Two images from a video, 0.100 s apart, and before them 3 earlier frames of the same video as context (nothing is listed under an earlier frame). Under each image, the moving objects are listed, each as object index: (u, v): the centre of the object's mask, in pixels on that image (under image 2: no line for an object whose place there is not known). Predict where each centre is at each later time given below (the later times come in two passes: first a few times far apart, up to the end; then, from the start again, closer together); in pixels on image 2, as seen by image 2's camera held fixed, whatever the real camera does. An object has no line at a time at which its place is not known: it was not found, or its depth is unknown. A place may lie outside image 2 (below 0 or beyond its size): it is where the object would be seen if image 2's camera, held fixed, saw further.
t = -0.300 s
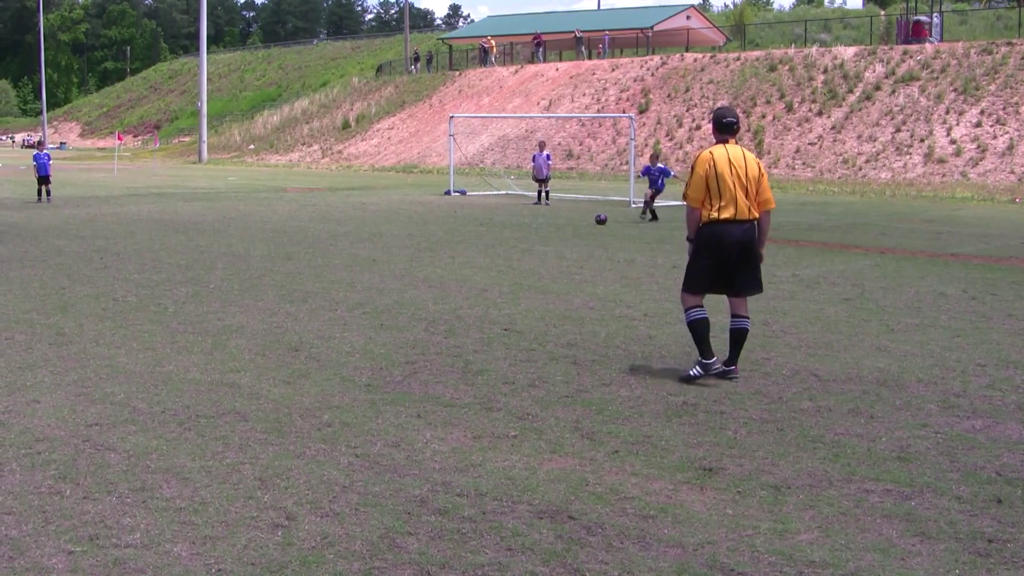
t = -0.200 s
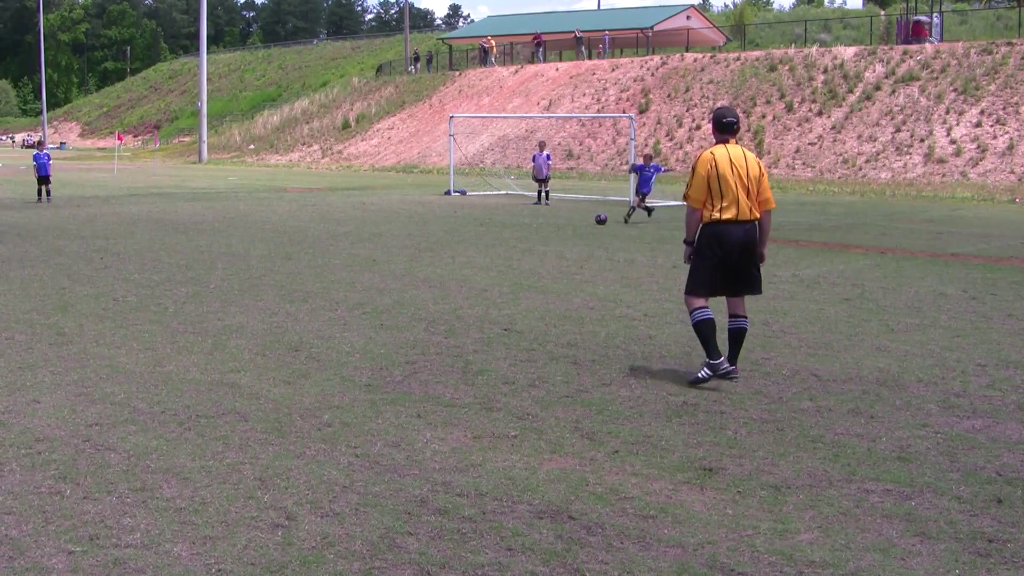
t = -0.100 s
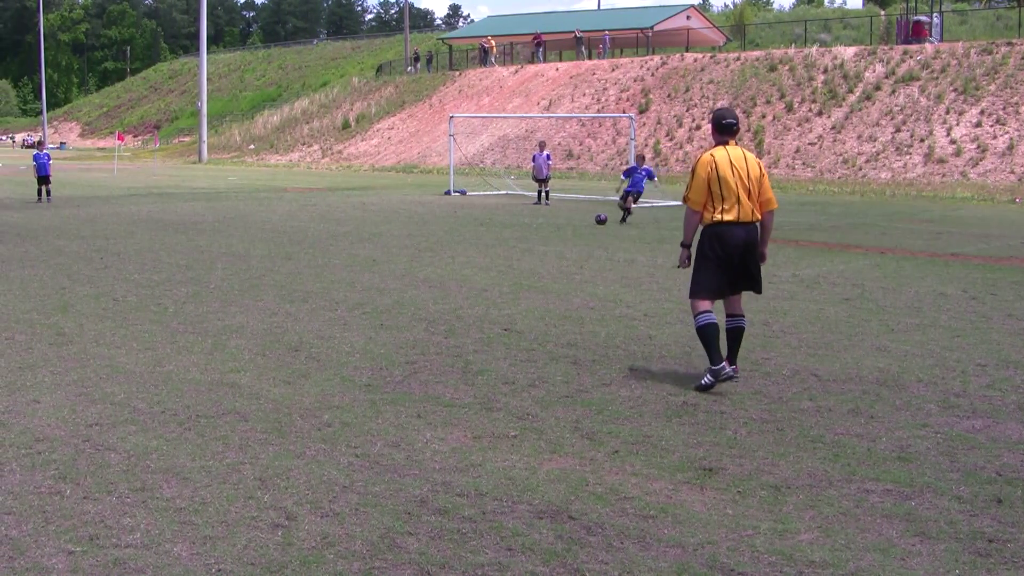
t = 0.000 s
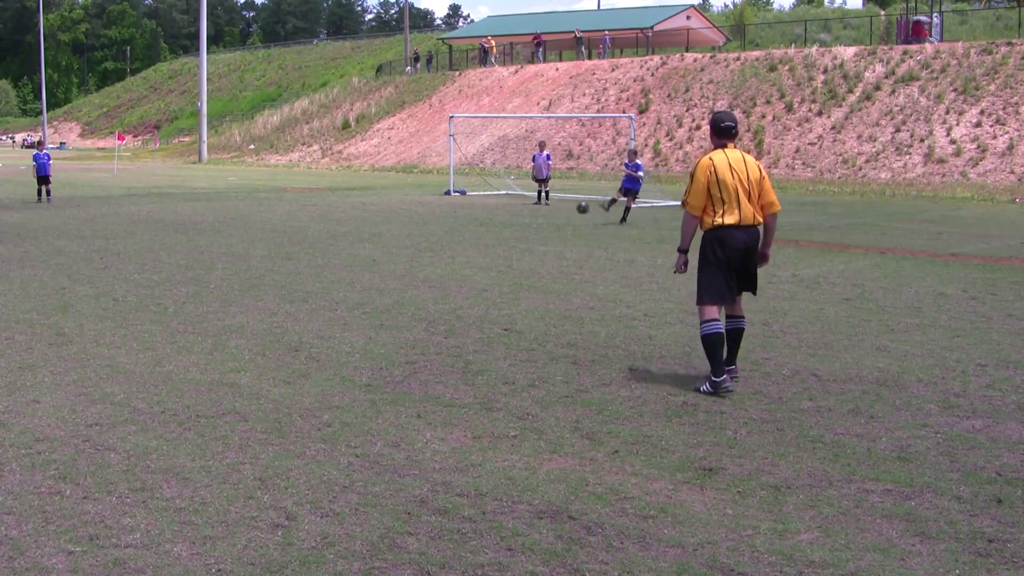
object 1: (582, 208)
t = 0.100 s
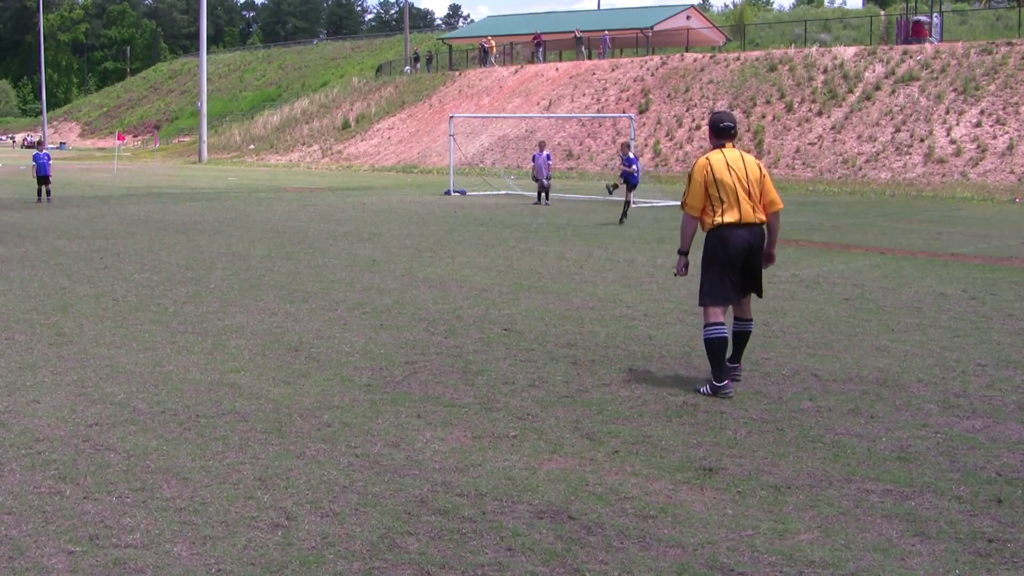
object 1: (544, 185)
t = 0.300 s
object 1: (461, 153)
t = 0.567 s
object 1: (341, 150)
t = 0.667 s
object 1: (284, 163)
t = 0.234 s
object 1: (489, 162)
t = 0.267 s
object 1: (475, 158)
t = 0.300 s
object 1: (461, 153)
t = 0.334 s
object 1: (447, 150)
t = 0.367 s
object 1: (434, 148)
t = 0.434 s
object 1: (406, 146)
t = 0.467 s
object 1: (391, 145)
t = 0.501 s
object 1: (375, 146)
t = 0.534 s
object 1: (358, 147)
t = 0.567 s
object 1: (341, 150)
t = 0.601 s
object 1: (323, 153)
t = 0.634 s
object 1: (304, 157)
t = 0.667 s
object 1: (284, 163)
